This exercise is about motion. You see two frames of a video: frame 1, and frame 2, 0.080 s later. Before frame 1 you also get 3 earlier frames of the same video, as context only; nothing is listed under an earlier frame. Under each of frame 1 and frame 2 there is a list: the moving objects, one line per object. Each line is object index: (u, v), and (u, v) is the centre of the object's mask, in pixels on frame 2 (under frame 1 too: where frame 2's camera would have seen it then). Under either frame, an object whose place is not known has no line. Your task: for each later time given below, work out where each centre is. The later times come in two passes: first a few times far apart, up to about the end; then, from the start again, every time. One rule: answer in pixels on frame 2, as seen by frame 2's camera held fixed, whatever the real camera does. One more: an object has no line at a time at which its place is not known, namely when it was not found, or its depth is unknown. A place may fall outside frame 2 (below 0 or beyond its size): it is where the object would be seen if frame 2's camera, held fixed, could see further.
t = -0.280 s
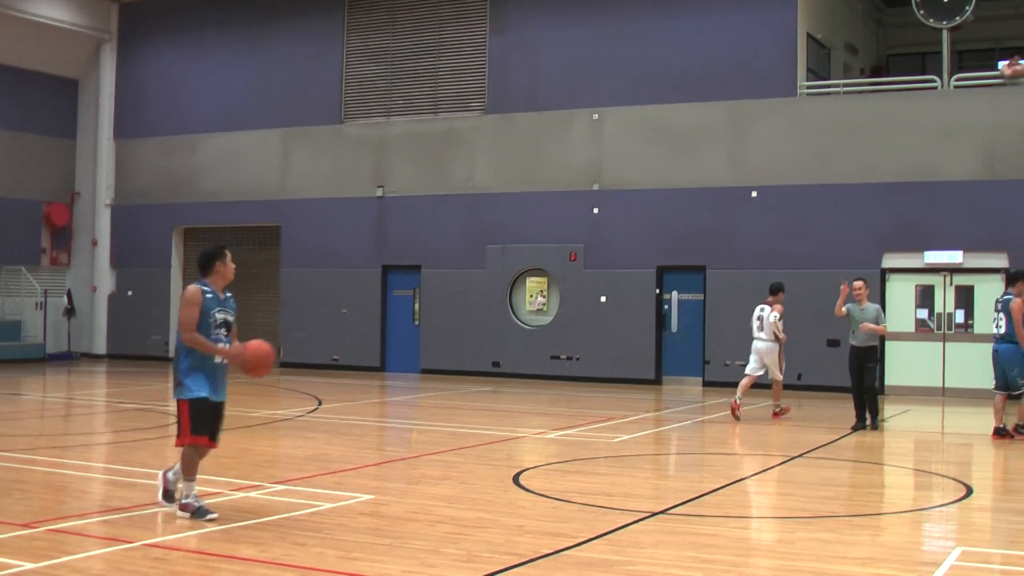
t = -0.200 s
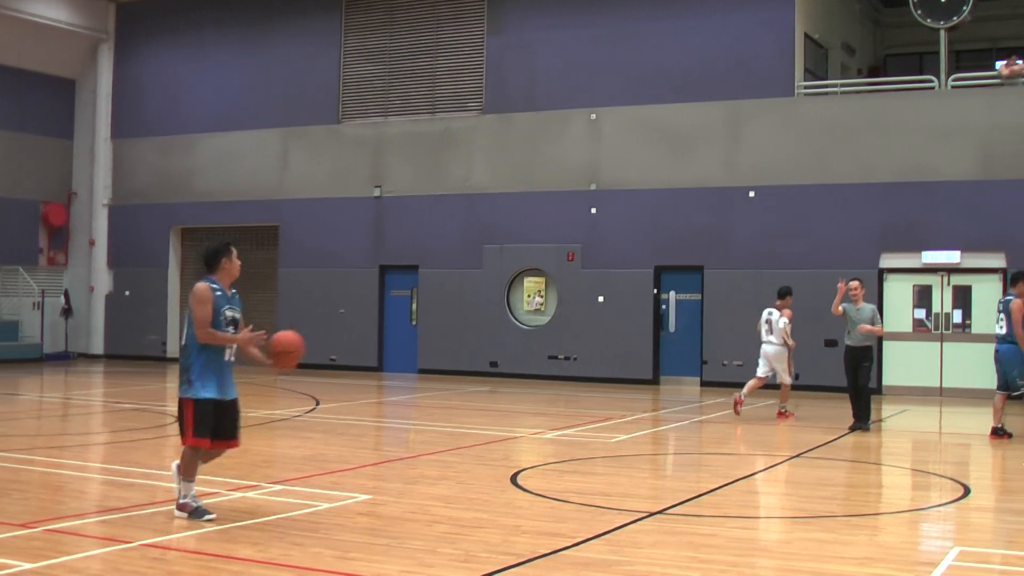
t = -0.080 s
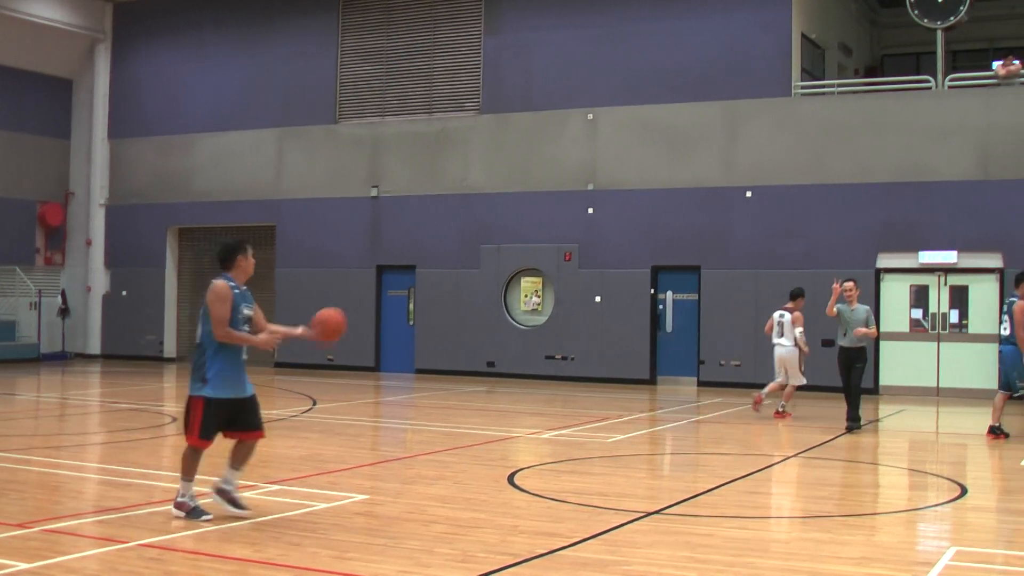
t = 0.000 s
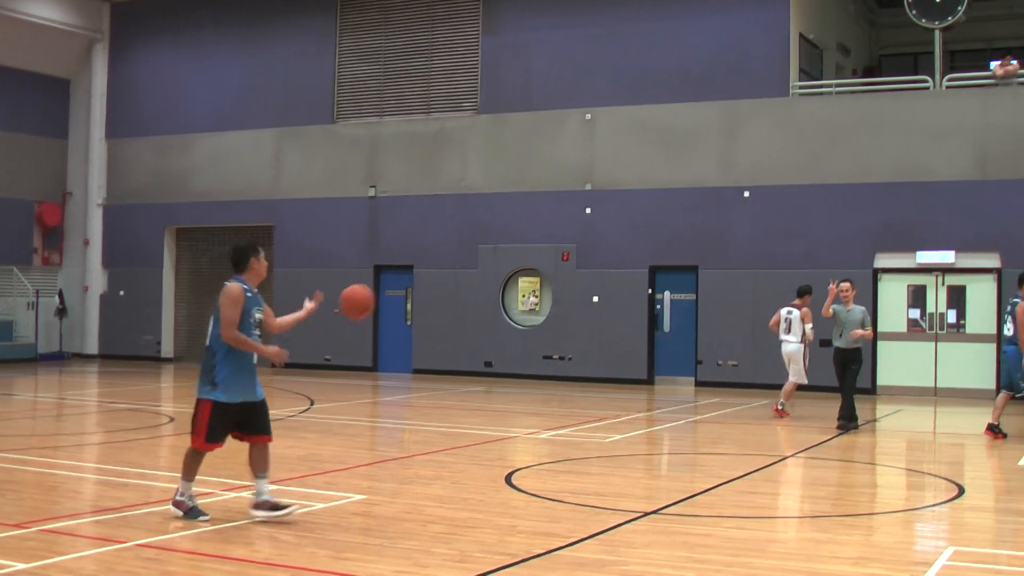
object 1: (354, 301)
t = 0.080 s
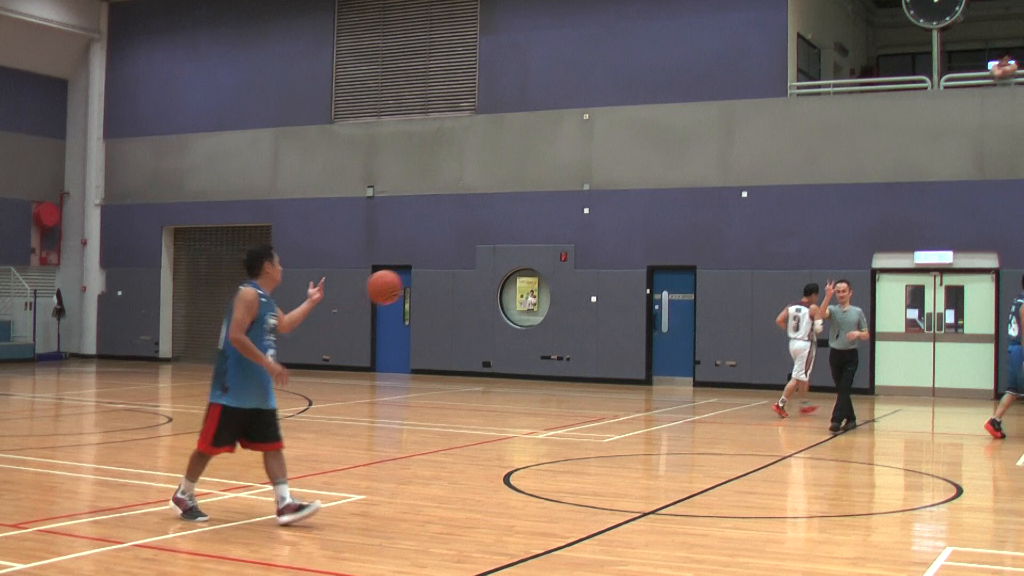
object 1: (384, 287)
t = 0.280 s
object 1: (452, 290)
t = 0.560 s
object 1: (533, 377)
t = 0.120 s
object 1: (399, 283)
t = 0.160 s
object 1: (413, 281)
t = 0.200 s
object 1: (426, 282)
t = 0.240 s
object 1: (439, 286)
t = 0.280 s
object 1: (452, 290)
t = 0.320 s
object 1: (465, 297)
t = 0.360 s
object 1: (476, 305)
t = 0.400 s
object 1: (488, 316)
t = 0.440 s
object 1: (500, 329)
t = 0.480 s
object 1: (512, 342)
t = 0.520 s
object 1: (522, 360)
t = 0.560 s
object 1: (533, 377)
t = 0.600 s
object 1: (544, 397)
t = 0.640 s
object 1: (553, 418)
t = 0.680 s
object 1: (564, 441)
